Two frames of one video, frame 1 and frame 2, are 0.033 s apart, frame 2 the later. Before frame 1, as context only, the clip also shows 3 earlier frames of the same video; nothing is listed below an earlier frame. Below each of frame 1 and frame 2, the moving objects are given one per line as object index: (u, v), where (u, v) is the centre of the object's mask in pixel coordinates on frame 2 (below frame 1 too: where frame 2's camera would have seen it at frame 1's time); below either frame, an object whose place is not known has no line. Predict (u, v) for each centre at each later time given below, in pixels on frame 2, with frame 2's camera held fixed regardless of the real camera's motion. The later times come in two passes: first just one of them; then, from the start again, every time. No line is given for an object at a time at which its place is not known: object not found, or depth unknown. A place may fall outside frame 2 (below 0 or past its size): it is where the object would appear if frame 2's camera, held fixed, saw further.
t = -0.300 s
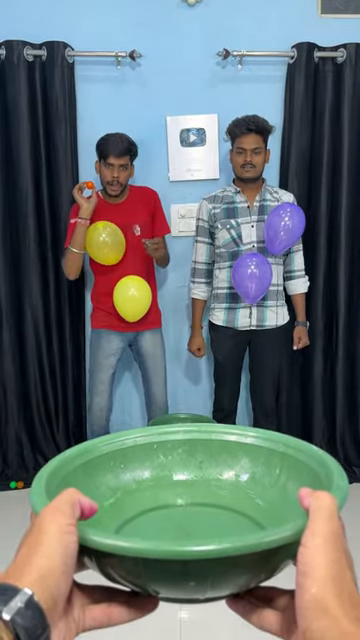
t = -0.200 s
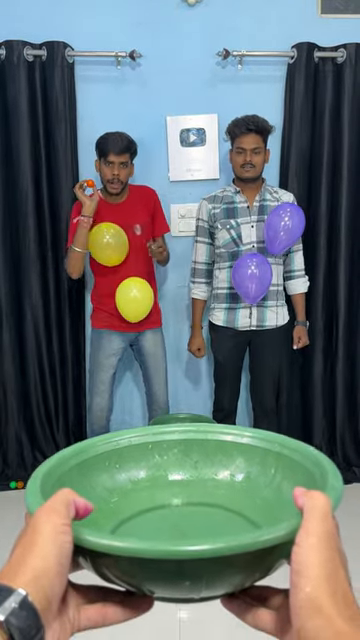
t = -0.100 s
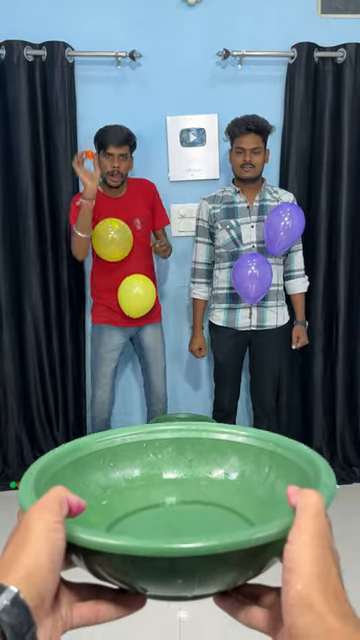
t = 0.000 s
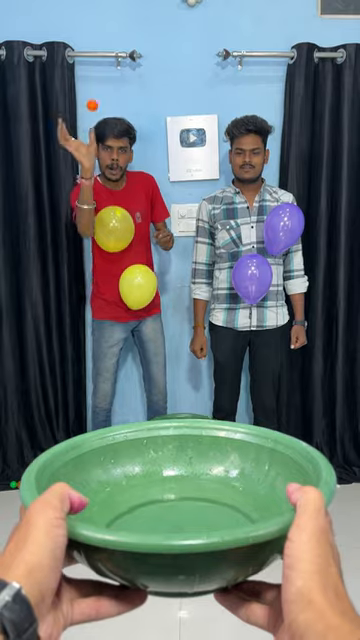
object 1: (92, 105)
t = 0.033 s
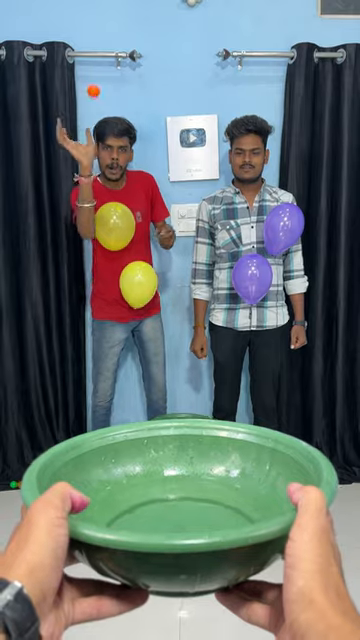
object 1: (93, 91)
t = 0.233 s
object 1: (106, 91)
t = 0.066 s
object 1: (94, 80)
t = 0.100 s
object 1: (95, 72)
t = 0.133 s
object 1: (97, 67)
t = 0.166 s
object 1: (99, 68)
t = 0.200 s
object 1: (102, 74)
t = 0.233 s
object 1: (106, 91)
